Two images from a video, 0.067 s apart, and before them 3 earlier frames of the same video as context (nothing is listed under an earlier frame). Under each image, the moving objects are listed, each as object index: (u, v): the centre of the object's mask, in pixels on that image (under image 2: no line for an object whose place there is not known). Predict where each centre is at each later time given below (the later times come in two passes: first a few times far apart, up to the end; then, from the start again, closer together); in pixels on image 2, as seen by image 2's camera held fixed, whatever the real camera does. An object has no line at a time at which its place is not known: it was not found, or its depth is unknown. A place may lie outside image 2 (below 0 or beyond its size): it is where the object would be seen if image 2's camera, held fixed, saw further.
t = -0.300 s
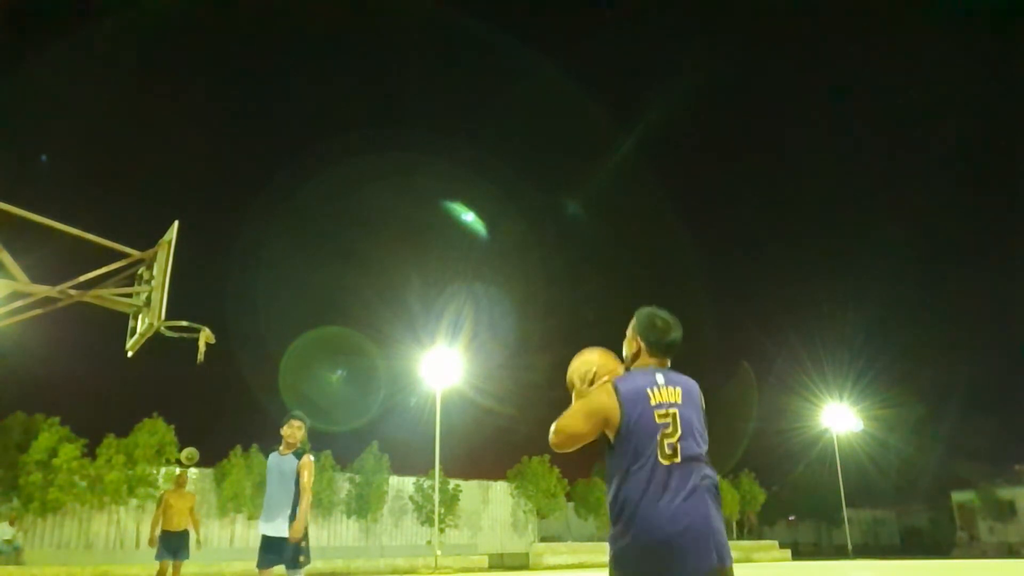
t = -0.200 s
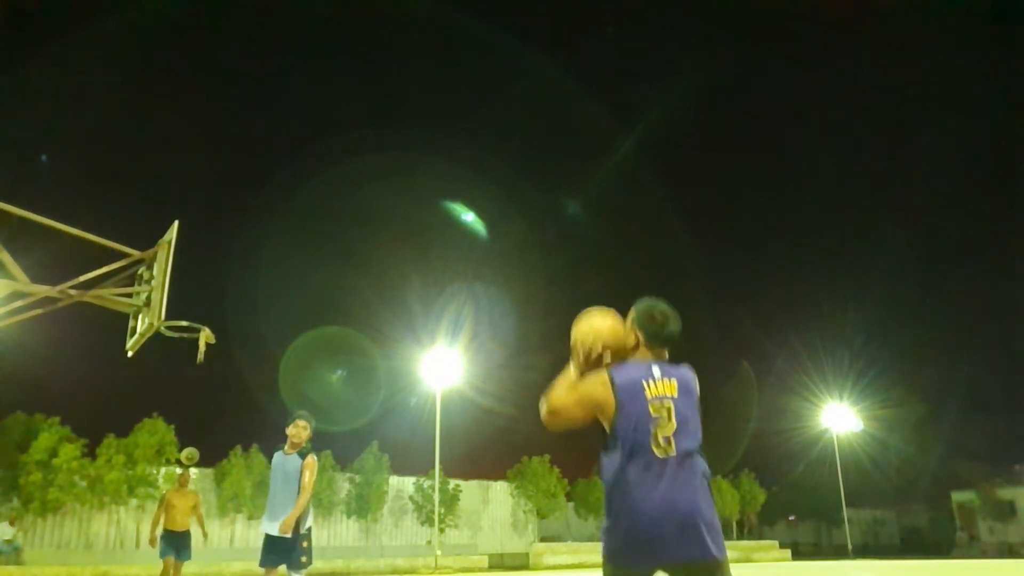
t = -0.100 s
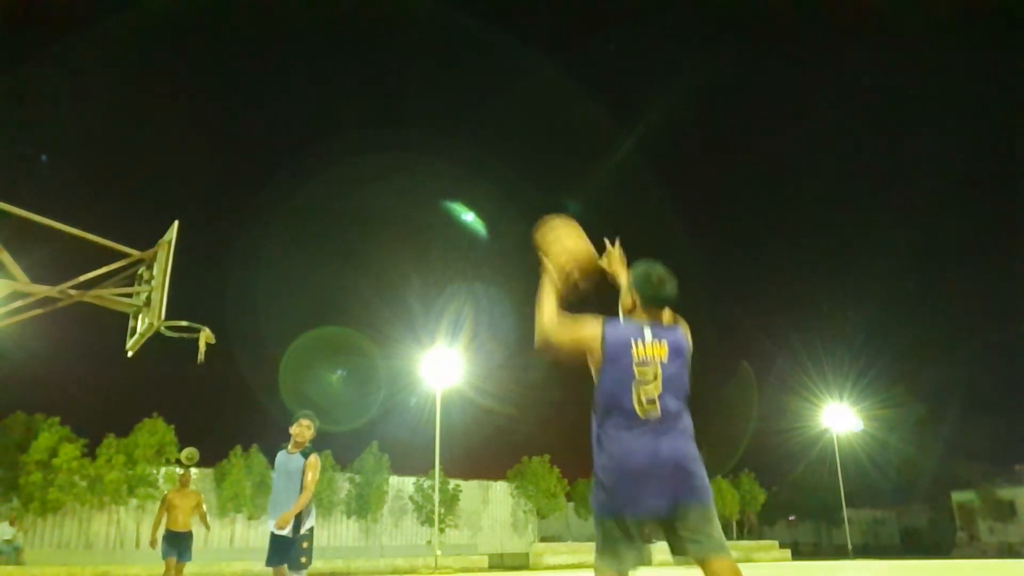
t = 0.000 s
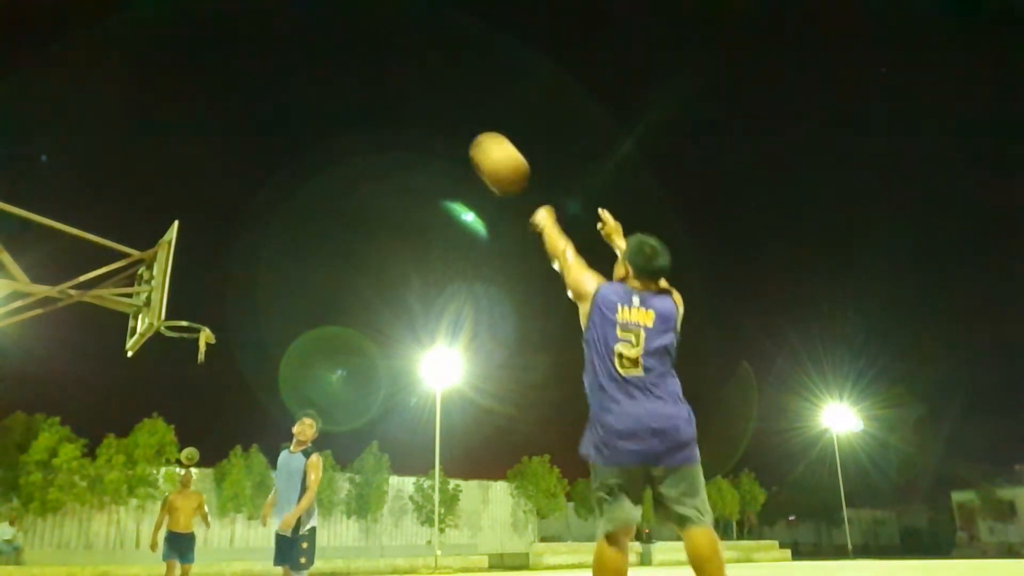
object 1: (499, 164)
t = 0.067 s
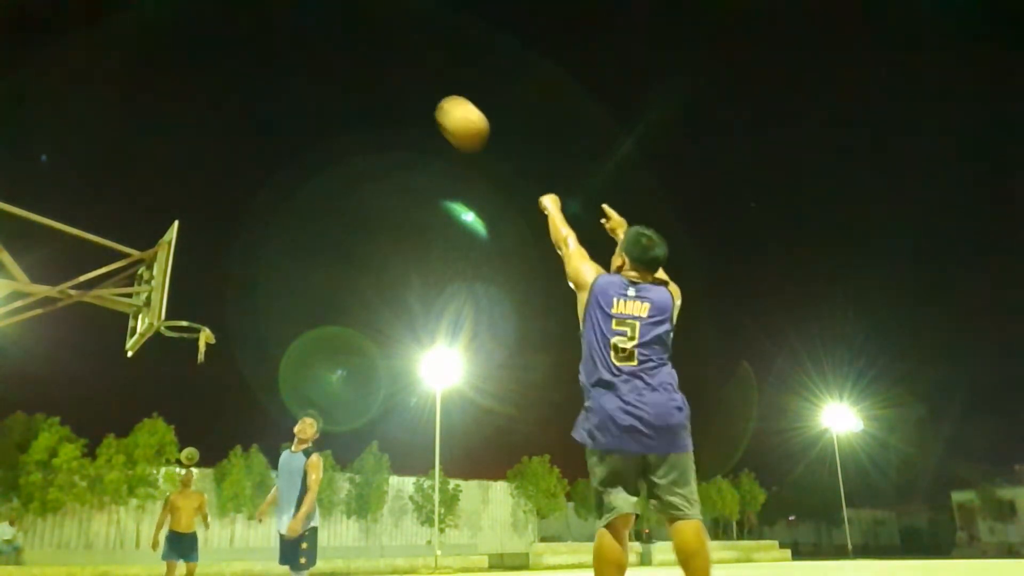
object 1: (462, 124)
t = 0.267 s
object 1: (381, 64)
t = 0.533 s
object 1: (307, 70)
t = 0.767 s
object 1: (256, 124)
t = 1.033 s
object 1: (205, 227)
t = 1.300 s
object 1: (183, 287)
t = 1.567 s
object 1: (253, 268)
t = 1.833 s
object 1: (318, 306)
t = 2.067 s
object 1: (375, 390)
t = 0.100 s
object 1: (446, 109)
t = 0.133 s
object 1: (431, 95)
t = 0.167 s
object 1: (417, 85)
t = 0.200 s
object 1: (405, 76)
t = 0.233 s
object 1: (393, 69)
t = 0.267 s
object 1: (381, 64)
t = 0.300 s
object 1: (370, 60)
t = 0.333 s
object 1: (360, 58)
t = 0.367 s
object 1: (350, 57)
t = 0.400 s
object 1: (341, 58)
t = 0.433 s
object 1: (332, 59)
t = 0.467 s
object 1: (324, 62)
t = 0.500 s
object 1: (315, 66)
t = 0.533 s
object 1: (307, 70)
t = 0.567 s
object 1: (299, 75)
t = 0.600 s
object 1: (292, 81)
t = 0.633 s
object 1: (284, 89)
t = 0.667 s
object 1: (277, 96)
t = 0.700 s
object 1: (270, 105)
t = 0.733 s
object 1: (263, 114)
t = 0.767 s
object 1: (256, 124)
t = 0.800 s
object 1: (250, 135)
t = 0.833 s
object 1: (243, 146)
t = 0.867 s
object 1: (237, 158)
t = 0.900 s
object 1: (231, 171)
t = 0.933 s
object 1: (224, 184)
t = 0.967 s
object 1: (218, 198)
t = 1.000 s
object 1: (212, 213)
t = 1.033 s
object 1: (205, 227)
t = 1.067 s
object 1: (199, 243)
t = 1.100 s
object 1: (193, 259)
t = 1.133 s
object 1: (187, 277)
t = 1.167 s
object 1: (181, 295)
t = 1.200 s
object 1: (176, 311)
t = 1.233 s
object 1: (173, 304)
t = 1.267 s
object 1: (177, 294)
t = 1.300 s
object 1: (183, 287)
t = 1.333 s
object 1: (192, 282)
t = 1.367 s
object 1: (201, 277)
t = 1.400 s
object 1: (210, 274)
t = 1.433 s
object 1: (219, 271)
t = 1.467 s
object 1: (228, 269)
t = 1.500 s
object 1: (236, 268)
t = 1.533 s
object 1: (244, 268)
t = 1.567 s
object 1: (253, 268)
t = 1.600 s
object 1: (261, 270)
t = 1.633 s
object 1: (270, 272)
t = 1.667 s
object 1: (278, 275)
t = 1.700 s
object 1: (286, 280)
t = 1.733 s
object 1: (294, 285)
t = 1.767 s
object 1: (302, 291)
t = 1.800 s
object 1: (310, 298)
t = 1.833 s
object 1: (318, 306)
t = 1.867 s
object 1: (326, 314)
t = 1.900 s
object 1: (334, 324)
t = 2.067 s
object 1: (375, 390)
